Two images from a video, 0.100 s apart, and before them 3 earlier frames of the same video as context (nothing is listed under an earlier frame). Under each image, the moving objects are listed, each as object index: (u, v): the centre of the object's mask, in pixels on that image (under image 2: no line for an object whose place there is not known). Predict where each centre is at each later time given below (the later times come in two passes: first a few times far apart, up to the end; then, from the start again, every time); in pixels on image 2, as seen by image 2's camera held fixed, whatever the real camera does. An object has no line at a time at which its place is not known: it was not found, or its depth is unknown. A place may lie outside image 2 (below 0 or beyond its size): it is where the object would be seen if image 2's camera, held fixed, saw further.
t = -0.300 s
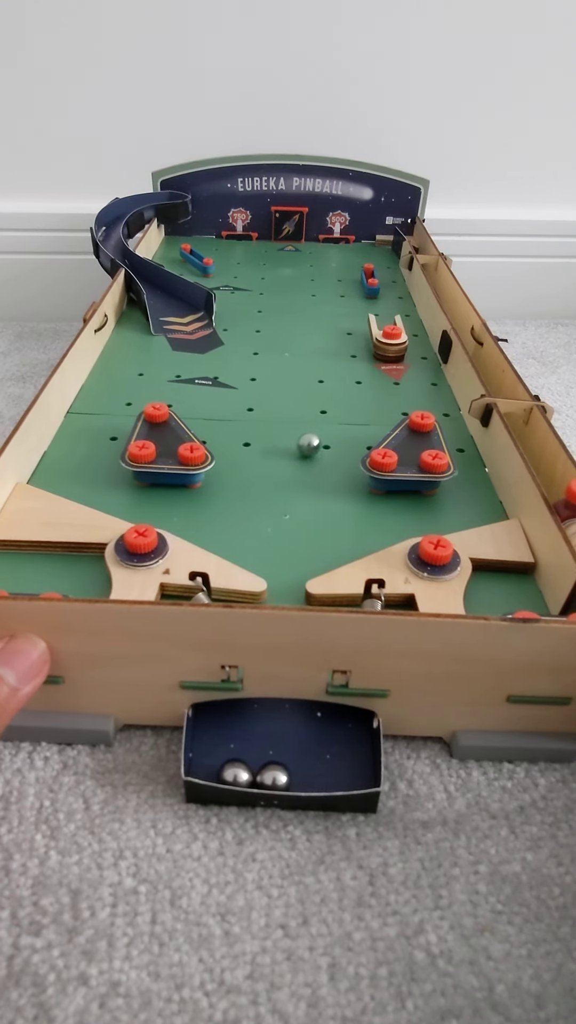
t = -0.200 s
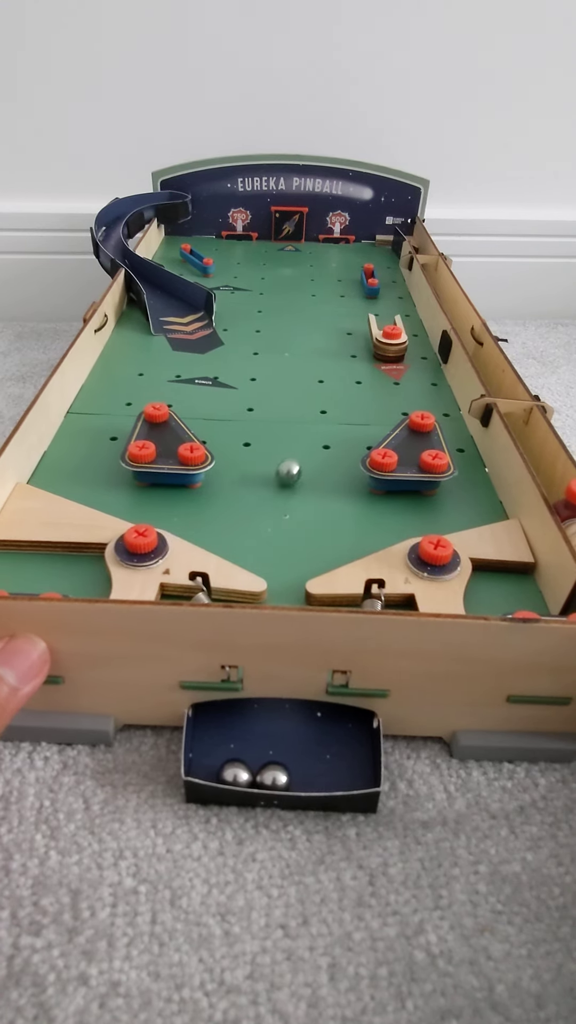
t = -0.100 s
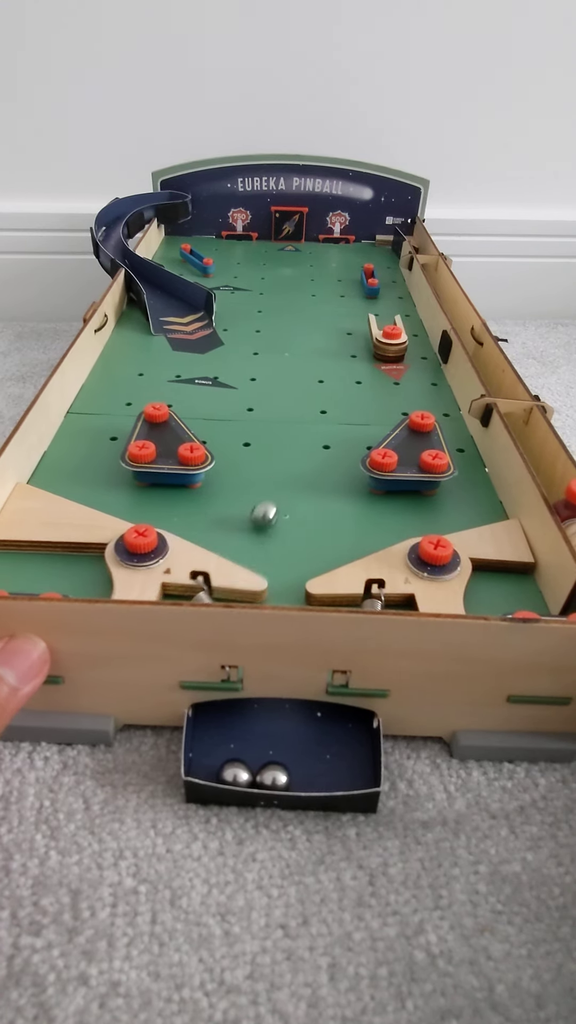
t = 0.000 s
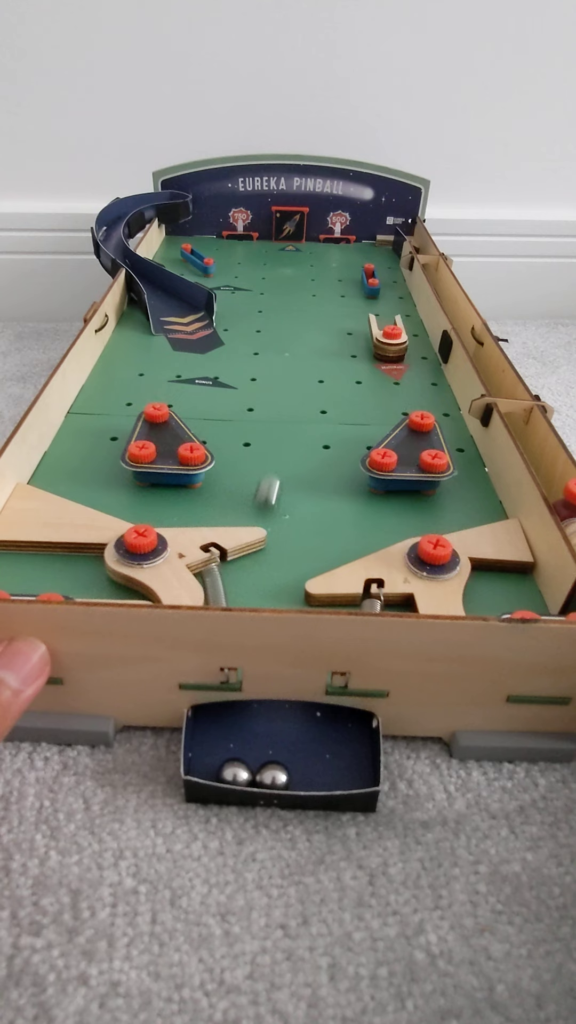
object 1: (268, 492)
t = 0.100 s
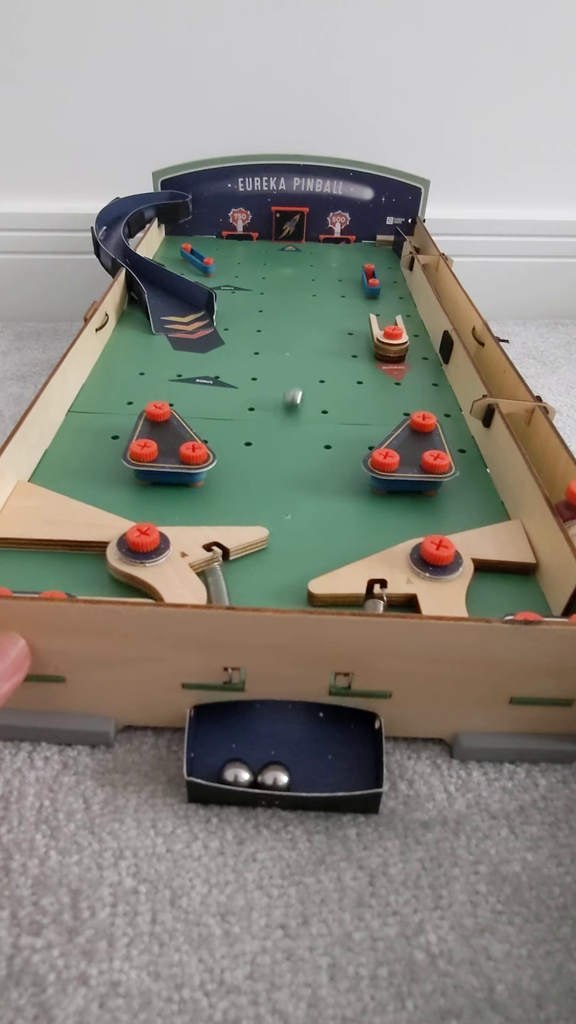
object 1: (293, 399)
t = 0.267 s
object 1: (315, 330)
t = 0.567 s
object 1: (344, 280)
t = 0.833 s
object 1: (347, 272)
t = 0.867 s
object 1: (346, 272)
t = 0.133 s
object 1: (298, 381)
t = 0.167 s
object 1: (302, 366)
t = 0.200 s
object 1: (307, 352)
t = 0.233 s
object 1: (311, 341)
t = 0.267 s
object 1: (315, 330)
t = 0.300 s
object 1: (318, 321)
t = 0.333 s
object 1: (322, 314)
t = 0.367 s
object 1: (325, 307)
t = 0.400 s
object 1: (328, 301)
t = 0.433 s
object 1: (332, 295)
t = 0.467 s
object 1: (335, 290)
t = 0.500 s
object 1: (338, 286)
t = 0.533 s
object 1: (341, 283)
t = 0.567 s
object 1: (344, 280)
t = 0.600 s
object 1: (347, 278)
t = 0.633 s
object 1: (350, 276)
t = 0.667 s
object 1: (353, 275)
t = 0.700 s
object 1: (353, 273)
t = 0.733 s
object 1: (352, 272)
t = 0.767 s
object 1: (350, 272)
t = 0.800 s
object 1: (349, 271)
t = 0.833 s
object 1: (347, 272)
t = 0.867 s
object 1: (346, 272)
